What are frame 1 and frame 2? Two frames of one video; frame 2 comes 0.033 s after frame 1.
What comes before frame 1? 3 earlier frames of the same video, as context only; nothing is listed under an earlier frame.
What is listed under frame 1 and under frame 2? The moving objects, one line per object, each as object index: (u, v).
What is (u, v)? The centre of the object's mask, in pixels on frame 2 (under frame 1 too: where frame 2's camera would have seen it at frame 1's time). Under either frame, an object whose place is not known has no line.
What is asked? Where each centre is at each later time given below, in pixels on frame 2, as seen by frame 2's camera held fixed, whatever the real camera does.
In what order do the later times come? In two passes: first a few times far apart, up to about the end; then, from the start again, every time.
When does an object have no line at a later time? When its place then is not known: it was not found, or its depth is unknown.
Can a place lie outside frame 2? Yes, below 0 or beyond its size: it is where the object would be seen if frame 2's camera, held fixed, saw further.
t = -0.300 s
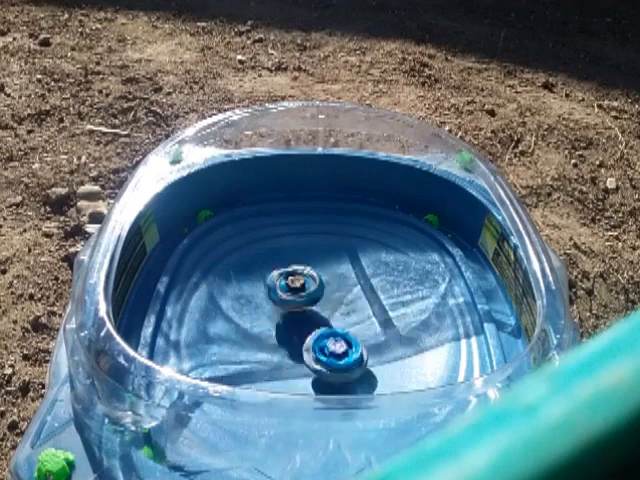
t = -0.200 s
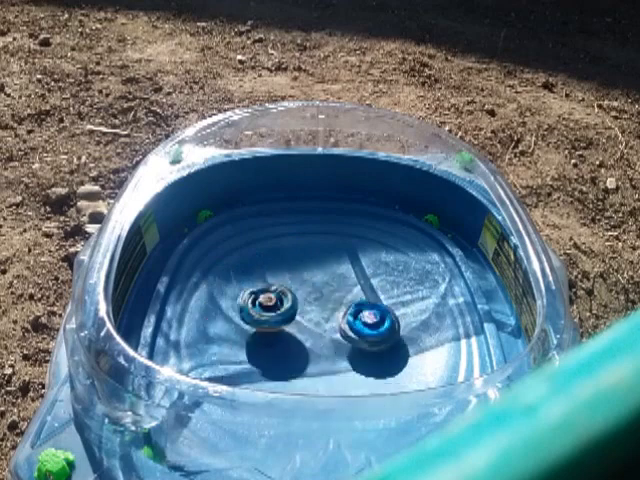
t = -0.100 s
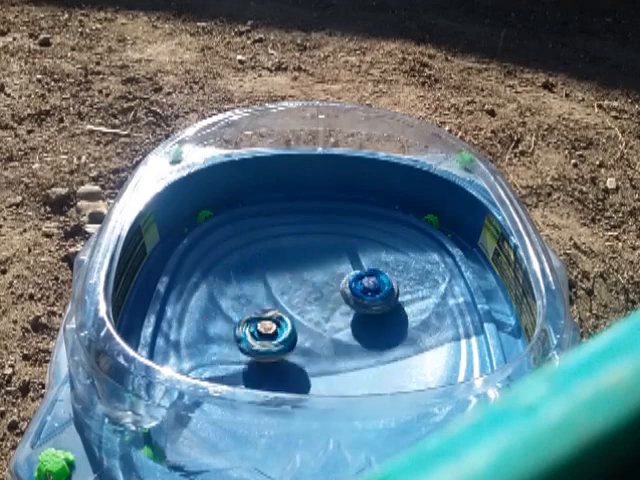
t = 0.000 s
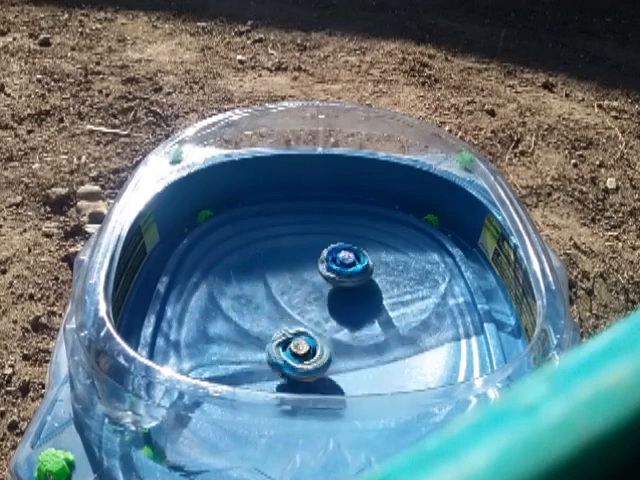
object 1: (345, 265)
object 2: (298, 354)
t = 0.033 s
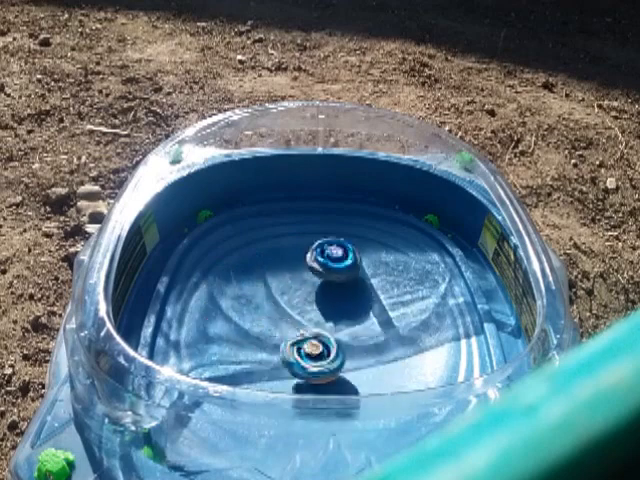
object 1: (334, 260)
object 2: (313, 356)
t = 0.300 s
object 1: (254, 294)
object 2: (339, 298)
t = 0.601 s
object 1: (353, 341)
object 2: (268, 312)
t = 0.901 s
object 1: (358, 275)
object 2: (332, 330)
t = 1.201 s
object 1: (288, 270)
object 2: (324, 326)
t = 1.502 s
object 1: (283, 333)
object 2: (356, 322)
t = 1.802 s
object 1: (336, 348)
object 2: (354, 290)
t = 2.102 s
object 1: (339, 331)
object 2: (324, 283)
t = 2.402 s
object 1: (325, 341)
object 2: (294, 288)
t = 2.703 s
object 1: (332, 347)
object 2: (269, 295)
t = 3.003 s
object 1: (335, 352)
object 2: (265, 244)
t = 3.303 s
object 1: (309, 334)
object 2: (242, 234)
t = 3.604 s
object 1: (284, 328)
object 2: (286, 229)
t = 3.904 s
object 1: (279, 326)
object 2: (312, 282)
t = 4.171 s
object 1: (208, 401)
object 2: (428, 196)
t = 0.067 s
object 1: (321, 256)
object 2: (327, 354)
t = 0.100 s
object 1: (308, 255)
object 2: (339, 349)
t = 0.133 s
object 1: (295, 256)
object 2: (347, 342)
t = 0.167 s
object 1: (283, 260)
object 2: (351, 334)
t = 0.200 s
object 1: (273, 266)
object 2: (352, 325)
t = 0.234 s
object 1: (264, 274)
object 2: (350, 316)
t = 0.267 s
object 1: (258, 284)
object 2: (346, 306)
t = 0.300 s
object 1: (254, 294)
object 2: (339, 298)
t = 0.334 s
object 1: (254, 306)
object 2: (330, 290)
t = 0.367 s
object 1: (259, 317)
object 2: (320, 286)
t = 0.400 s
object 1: (266, 327)
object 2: (310, 284)
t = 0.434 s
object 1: (278, 335)
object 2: (299, 284)
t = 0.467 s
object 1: (295, 340)
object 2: (288, 287)
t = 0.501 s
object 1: (307, 347)
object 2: (280, 291)
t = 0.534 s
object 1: (322, 348)
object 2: (272, 297)
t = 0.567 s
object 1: (338, 347)
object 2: (269, 305)
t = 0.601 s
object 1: (353, 341)
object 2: (268, 312)
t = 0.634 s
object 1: (364, 335)
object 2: (270, 321)
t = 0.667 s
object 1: (373, 327)
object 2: (276, 329)
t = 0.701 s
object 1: (378, 318)
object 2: (282, 335)
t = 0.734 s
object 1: (381, 308)
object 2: (289, 339)
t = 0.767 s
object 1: (380, 300)
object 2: (297, 340)
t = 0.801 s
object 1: (377, 292)
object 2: (307, 340)
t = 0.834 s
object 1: (373, 285)
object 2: (317, 339)
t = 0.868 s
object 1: (366, 279)
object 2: (325, 336)
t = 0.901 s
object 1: (358, 275)
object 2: (332, 330)
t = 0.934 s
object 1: (349, 272)
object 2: (337, 325)
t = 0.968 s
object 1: (341, 270)
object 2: (340, 319)
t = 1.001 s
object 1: (332, 269)
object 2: (342, 313)
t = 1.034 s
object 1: (324, 268)
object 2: (339, 311)
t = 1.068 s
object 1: (319, 262)
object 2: (335, 320)
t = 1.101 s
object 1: (313, 260)
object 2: (329, 326)
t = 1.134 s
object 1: (305, 261)
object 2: (327, 328)
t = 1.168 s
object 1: (296, 264)
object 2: (324, 327)
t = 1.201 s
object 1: (288, 270)
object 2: (324, 326)
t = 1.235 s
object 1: (281, 277)
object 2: (325, 322)
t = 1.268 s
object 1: (276, 286)
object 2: (327, 319)
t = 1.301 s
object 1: (273, 296)
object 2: (329, 317)
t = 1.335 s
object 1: (271, 303)
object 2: (336, 317)
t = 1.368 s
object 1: (266, 308)
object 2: (347, 321)
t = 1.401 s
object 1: (267, 314)
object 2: (353, 324)
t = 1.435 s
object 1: (270, 321)
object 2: (355, 325)
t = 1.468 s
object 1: (275, 327)
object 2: (356, 324)
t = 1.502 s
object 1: (283, 333)
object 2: (356, 322)
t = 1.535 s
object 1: (293, 338)
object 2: (354, 319)
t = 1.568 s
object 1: (294, 343)
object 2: (362, 312)
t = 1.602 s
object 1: (297, 346)
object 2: (370, 307)
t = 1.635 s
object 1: (304, 348)
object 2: (375, 301)
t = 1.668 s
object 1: (311, 349)
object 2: (375, 297)
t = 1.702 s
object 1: (318, 351)
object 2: (373, 294)
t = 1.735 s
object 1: (324, 350)
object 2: (368, 293)
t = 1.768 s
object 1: (331, 349)
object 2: (361, 291)
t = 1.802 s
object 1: (336, 348)
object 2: (354, 290)
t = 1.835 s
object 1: (341, 344)
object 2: (347, 290)
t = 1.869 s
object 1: (345, 341)
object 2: (341, 291)
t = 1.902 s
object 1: (347, 338)
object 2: (336, 289)
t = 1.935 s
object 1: (347, 336)
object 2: (333, 288)
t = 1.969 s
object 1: (346, 334)
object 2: (332, 287)
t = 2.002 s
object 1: (344, 332)
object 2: (332, 285)
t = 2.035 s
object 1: (343, 332)
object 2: (329, 284)
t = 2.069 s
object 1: (342, 331)
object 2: (327, 284)
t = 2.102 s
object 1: (339, 331)
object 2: (324, 283)
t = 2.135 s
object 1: (338, 332)
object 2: (321, 283)
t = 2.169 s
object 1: (337, 332)
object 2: (317, 284)
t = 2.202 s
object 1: (336, 332)
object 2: (312, 285)
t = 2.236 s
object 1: (334, 331)
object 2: (307, 287)
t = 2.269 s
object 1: (332, 332)
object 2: (301, 289)
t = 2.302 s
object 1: (329, 334)
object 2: (298, 287)
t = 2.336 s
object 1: (326, 336)
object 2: (297, 288)
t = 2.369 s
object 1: (325, 337)
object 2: (297, 291)
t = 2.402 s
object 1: (325, 341)
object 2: (294, 288)
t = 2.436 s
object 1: (326, 346)
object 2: (288, 283)
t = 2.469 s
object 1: (327, 348)
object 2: (283, 278)
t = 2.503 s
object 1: (329, 349)
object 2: (278, 275)
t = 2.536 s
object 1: (329, 350)
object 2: (276, 275)
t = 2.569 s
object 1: (329, 350)
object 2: (274, 278)
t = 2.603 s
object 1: (330, 349)
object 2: (272, 282)
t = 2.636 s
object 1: (330, 349)
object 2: (269, 286)
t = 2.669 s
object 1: (331, 348)
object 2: (269, 291)
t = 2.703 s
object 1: (332, 347)
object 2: (269, 295)
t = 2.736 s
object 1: (331, 345)
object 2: (271, 299)
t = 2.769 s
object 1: (330, 344)
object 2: (273, 301)
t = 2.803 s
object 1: (329, 342)
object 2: (276, 303)
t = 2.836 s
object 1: (327, 341)
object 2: (281, 304)
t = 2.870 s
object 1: (329, 344)
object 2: (280, 289)
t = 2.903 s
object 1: (333, 351)
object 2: (276, 272)
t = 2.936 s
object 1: (336, 353)
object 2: (273, 259)
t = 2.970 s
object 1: (337, 353)
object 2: (269, 250)
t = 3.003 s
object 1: (335, 352)
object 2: (265, 244)
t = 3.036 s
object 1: (333, 349)
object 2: (259, 243)
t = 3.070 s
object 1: (331, 347)
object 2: (254, 242)
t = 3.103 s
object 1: (329, 345)
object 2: (248, 242)
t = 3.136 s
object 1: (327, 344)
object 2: (244, 242)
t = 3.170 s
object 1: (324, 342)
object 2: (241, 242)
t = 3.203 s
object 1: (320, 340)
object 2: (240, 241)
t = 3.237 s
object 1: (317, 338)
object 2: (240, 238)
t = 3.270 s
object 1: (313, 336)
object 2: (241, 236)
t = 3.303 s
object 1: (309, 334)
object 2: (242, 234)
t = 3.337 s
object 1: (304, 333)
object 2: (244, 233)
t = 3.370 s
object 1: (300, 332)
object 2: (247, 232)
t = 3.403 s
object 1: (297, 331)
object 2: (251, 231)
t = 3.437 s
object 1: (295, 330)
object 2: (255, 230)
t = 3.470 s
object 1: (292, 329)
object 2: (260, 230)
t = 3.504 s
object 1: (290, 328)
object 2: (265, 230)
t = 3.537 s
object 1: (288, 328)
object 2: (271, 229)
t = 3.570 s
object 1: (285, 328)
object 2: (278, 229)
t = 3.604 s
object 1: (284, 328)
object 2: (286, 229)
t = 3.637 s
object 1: (282, 328)
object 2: (292, 230)
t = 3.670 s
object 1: (280, 328)
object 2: (296, 232)
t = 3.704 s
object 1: (279, 328)
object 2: (300, 237)
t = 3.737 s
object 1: (278, 327)
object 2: (301, 243)
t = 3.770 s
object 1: (278, 327)
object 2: (301, 250)
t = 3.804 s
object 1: (278, 327)
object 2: (302, 259)
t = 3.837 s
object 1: (277, 327)
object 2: (304, 268)
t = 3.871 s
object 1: (278, 327)
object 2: (307, 275)
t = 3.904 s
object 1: (279, 326)
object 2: (312, 282)
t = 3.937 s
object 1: (270, 330)
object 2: (324, 282)
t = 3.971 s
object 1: (236, 349)
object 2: (368, 259)
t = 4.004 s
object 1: (215, 359)
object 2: (402, 239)
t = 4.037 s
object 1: (204, 363)
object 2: (429, 223)
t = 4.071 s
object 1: (199, 365)
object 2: (442, 205)
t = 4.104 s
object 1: (202, 370)
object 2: (443, 193)
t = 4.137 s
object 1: (211, 375)
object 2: (436, 190)
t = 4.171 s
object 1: (208, 401)
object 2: (428, 196)
